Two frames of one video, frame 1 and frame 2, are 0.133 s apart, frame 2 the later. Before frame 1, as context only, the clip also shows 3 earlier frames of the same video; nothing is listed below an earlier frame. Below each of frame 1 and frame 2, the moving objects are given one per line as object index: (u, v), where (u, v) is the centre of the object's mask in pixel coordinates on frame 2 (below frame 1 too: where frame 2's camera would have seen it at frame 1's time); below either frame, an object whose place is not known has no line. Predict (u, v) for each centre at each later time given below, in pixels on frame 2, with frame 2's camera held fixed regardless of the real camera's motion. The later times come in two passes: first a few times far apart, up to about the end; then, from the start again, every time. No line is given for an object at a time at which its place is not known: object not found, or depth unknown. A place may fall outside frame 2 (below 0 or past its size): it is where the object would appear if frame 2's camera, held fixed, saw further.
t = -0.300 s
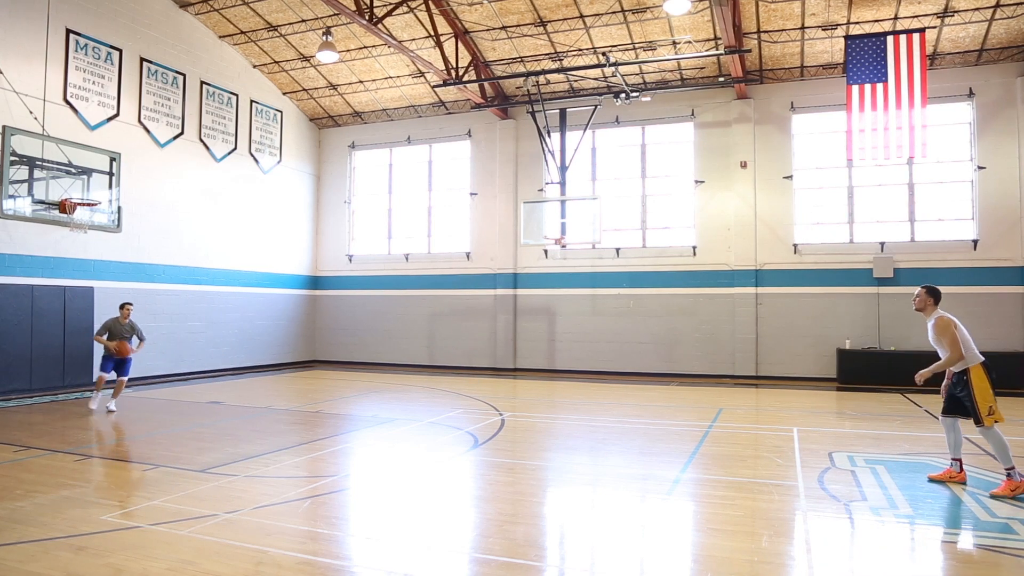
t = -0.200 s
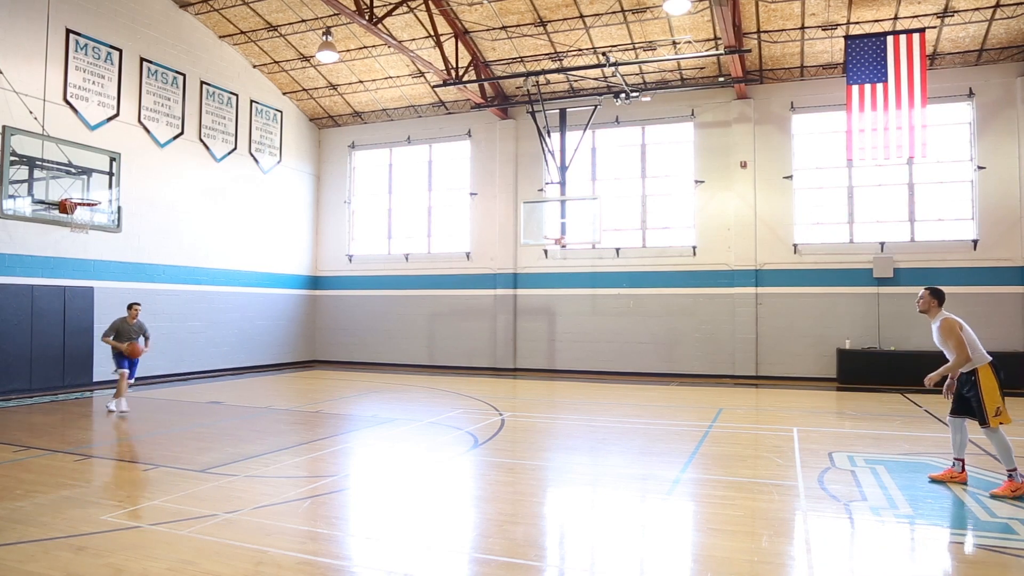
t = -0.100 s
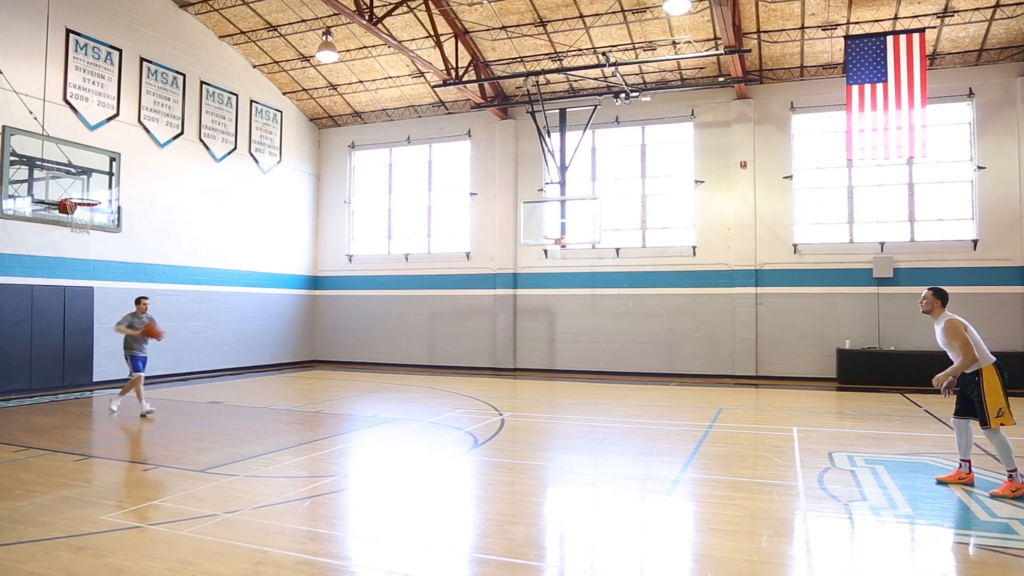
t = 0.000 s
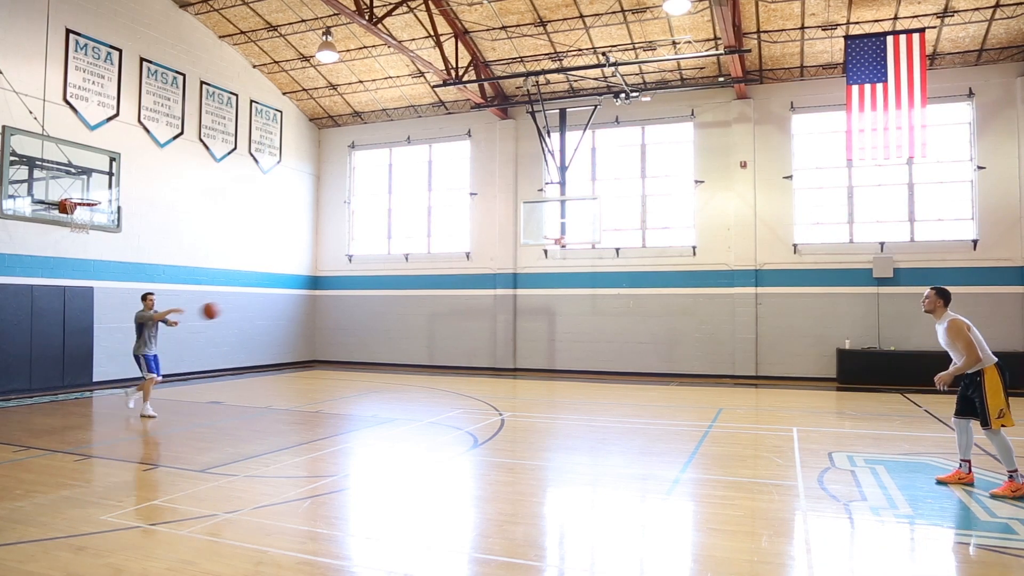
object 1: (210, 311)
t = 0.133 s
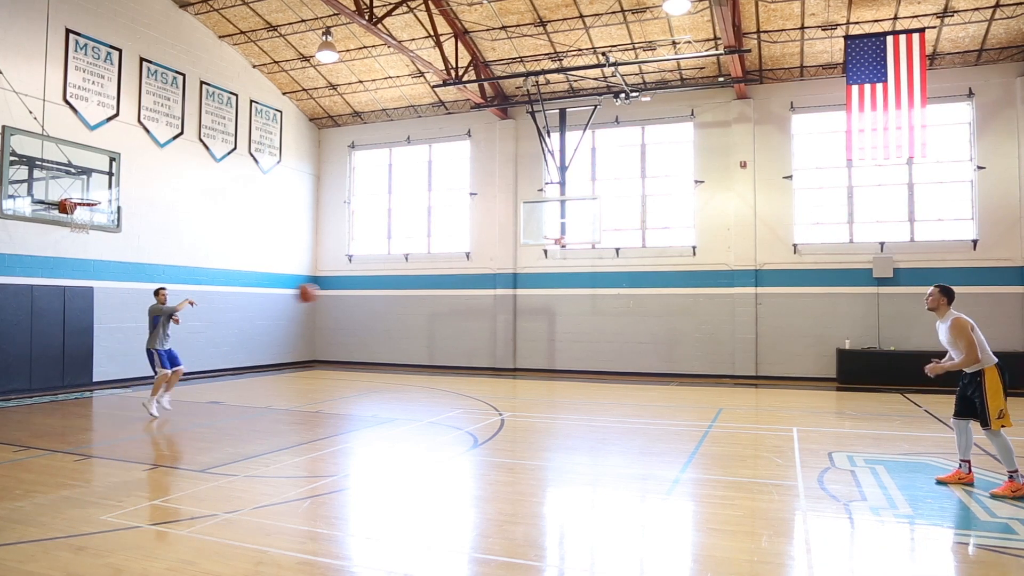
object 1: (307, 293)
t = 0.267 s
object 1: (419, 287)
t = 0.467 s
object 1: (629, 313)
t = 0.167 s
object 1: (332, 290)
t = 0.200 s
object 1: (360, 288)
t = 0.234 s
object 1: (388, 287)
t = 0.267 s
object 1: (419, 287)
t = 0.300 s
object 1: (450, 288)
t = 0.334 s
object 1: (483, 292)
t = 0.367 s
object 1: (518, 296)
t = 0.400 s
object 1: (553, 301)
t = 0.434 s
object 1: (592, 306)
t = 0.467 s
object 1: (629, 313)
